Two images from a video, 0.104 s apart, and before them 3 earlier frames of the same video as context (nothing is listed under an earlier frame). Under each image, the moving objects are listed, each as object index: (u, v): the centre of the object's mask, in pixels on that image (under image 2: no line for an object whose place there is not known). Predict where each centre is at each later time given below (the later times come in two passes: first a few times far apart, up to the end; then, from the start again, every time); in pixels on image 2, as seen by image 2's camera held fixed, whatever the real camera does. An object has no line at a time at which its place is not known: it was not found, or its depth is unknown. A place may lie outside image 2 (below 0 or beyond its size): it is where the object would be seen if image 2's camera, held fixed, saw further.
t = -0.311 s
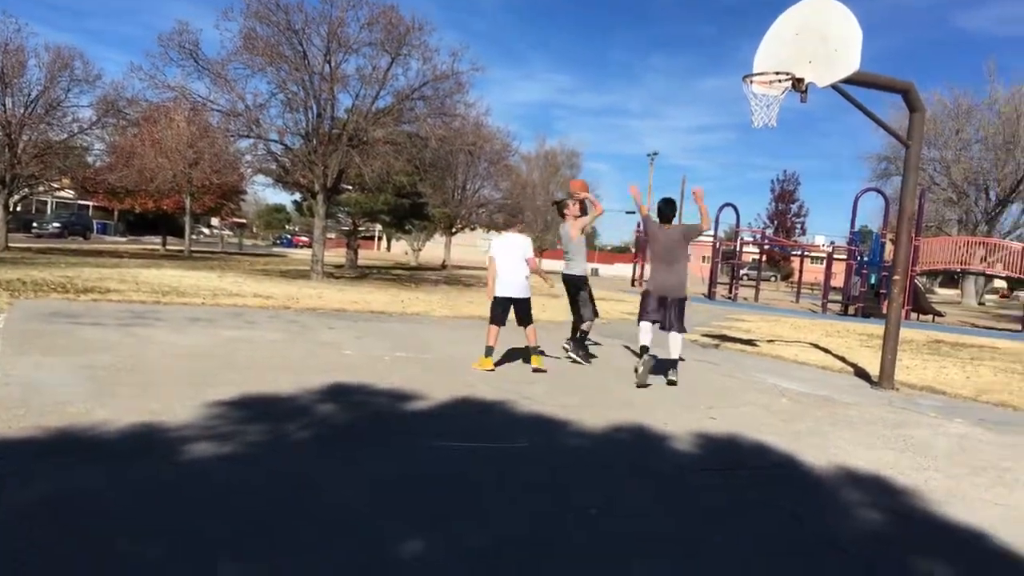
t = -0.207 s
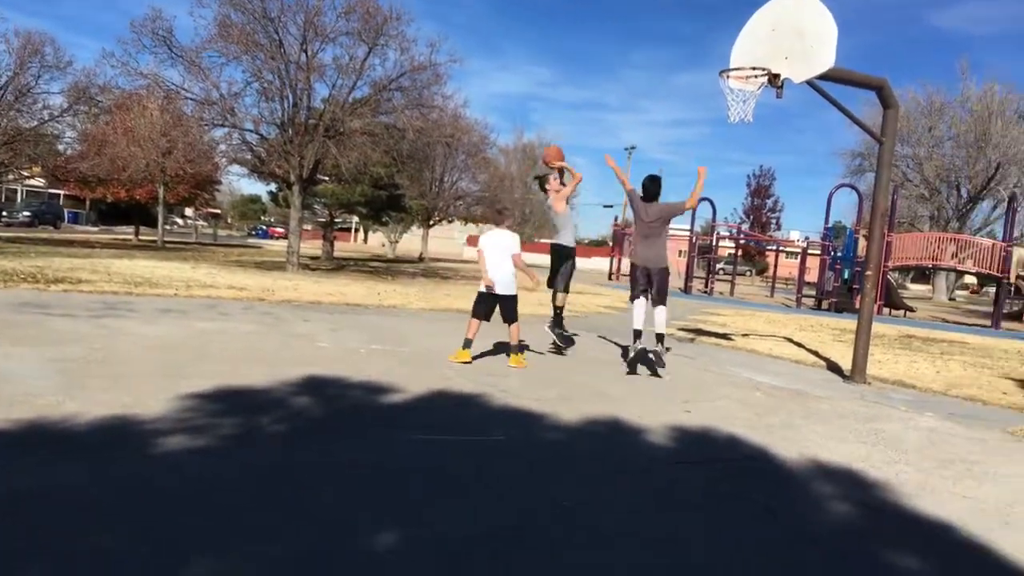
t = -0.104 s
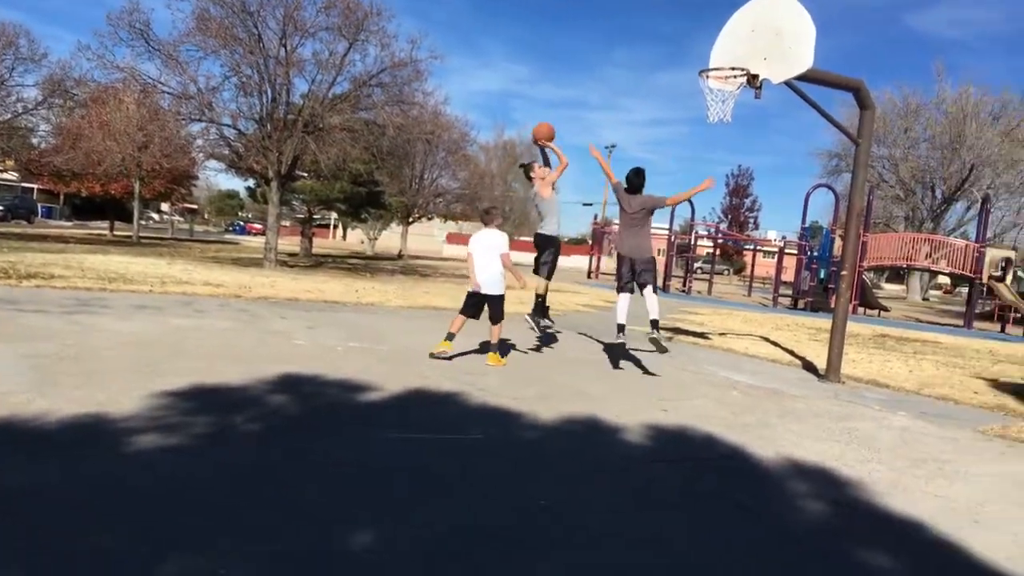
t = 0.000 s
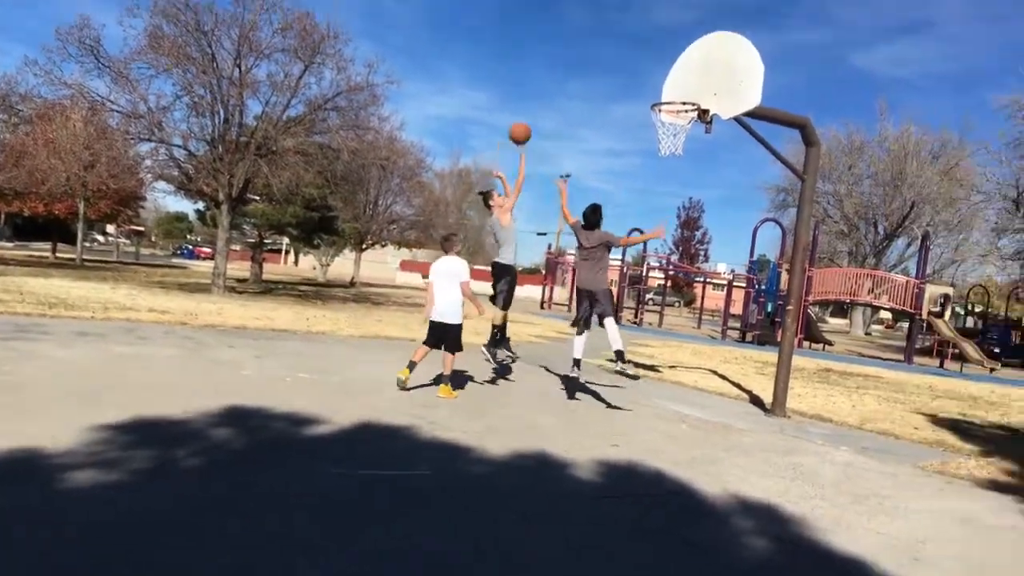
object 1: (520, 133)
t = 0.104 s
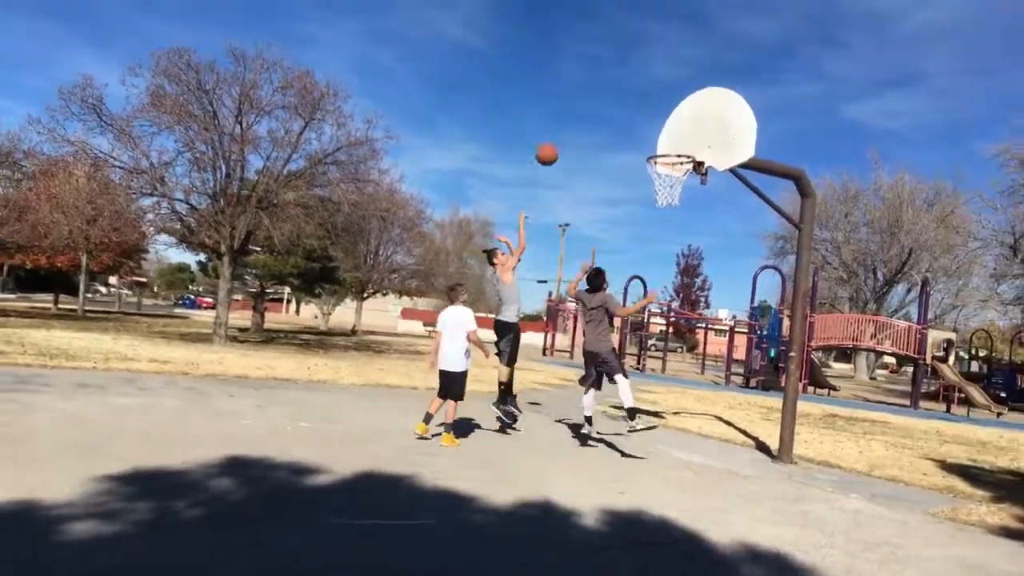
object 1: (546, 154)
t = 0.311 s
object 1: (606, 118)
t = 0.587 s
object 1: (676, 128)
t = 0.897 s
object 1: (707, 116)
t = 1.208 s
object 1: (712, 155)
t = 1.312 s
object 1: (714, 200)
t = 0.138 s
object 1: (557, 147)
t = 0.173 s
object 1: (567, 139)
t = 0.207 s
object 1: (576, 132)
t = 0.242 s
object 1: (587, 126)
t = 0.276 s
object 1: (597, 121)
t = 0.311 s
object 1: (606, 118)
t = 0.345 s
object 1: (614, 115)
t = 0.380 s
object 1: (623, 114)
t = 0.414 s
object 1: (632, 113)
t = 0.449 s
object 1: (641, 115)
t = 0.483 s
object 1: (651, 117)
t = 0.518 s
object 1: (658, 120)
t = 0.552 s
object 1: (667, 123)
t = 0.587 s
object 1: (676, 128)
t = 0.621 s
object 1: (684, 135)
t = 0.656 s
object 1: (692, 143)
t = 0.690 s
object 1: (700, 137)
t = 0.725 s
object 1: (701, 130)
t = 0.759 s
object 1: (702, 126)
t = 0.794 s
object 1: (703, 122)
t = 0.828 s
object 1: (705, 119)
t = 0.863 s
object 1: (707, 117)
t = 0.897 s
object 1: (707, 116)
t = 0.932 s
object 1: (708, 116)
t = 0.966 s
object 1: (709, 117)
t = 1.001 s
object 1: (710, 120)
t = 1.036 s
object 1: (711, 123)
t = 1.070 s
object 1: (712, 128)
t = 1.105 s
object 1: (713, 133)
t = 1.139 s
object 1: (714, 140)
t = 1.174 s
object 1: (713, 147)
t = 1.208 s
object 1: (712, 155)
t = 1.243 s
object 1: (711, 167)
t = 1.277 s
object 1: (713, 180)
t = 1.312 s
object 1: (714, 200)
